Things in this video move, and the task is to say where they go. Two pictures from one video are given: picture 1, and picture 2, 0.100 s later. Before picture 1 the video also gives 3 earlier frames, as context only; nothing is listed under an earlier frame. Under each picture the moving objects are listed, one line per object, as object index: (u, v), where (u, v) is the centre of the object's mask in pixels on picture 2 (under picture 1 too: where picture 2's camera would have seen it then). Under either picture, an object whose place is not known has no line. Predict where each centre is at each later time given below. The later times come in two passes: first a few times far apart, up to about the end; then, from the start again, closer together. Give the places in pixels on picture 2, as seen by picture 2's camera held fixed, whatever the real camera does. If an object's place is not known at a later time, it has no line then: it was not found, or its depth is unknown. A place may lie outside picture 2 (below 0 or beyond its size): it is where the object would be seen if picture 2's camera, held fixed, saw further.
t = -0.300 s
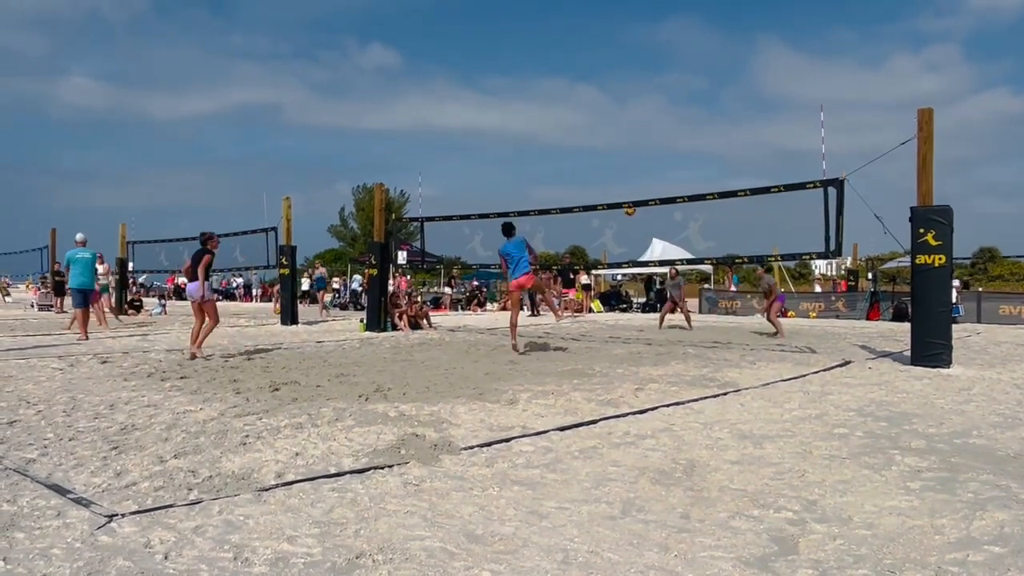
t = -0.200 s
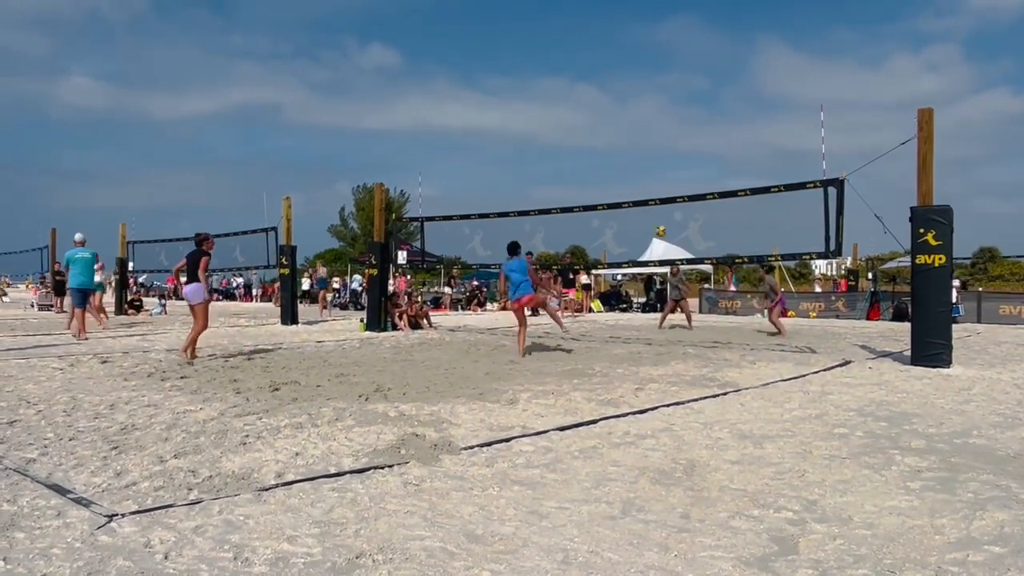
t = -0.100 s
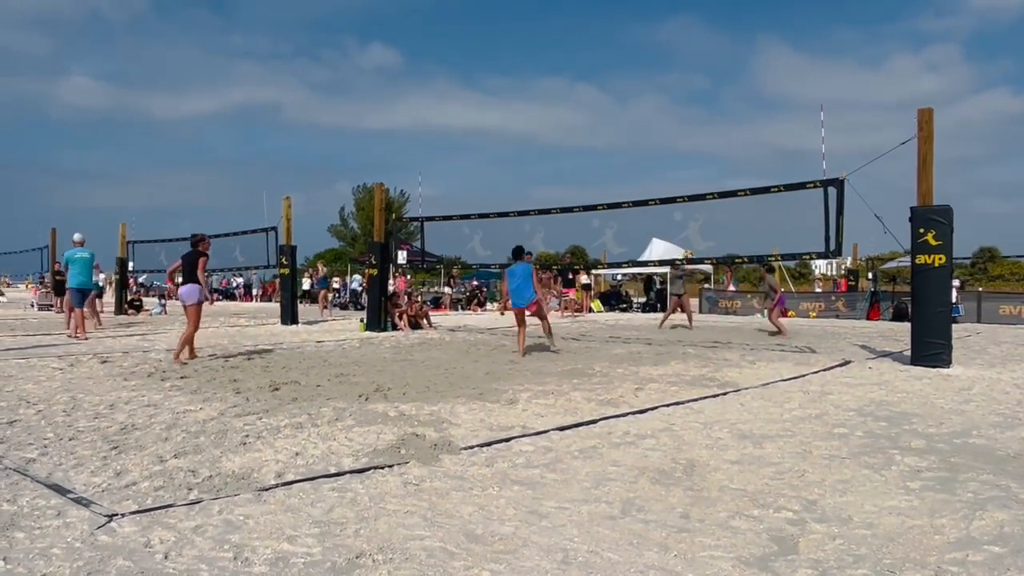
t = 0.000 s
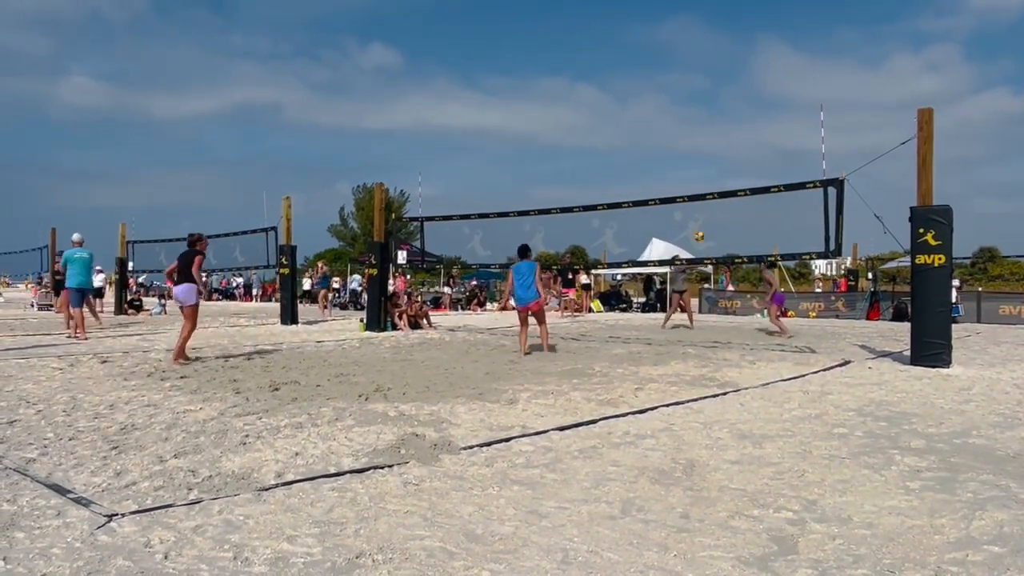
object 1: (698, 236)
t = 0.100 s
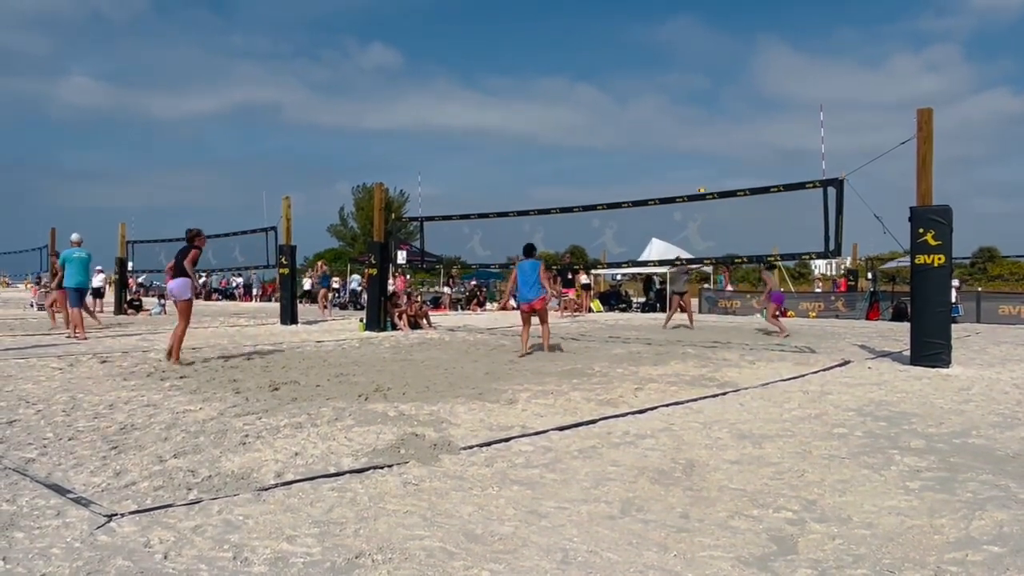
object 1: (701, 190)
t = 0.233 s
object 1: (705, 142)
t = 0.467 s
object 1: (714, 73)
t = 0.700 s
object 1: (725, 31)
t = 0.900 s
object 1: (734, 14)
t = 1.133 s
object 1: (746, 17)
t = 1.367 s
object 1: (757, 44)
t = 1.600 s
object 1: (768, 94)
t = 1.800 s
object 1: (777, 153)
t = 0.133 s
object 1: (702, 179)
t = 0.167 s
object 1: (703, 166)
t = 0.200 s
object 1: (704, 153)
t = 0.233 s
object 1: (705, 142)
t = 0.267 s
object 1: (706, 130)
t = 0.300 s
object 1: (707, 119)
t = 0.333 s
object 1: (709, 109)
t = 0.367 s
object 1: (710, 99)
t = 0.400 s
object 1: (711, 90)
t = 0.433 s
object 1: (713, 81)
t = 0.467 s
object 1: (714, 73)
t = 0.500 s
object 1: (716, 65)
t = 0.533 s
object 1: (717, 58)
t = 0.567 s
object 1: (719, 52)
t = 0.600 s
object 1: (720, 46)
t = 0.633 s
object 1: (722, 40)
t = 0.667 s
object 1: (723, 35)
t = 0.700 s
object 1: (725, 31)
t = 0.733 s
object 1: (727, 26)
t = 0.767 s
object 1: (728, 23)
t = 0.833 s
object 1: (732, 17)
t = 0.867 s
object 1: (733, 15)
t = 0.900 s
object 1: (734, 14)
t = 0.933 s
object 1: (737, 13)
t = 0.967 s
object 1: (738, 13)
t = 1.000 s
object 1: (739, 12)
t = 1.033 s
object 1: (741, 13)
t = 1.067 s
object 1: (742, 13)
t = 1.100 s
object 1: (744, 15)
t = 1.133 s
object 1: (746, 17)
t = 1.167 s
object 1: (748, 19)
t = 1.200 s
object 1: (749, 22)
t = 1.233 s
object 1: (750, 26)
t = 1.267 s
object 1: (753, 30)
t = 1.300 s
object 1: (754, 34)
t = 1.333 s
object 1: (756, 39)
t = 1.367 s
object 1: (757, 44)
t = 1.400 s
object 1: (759, 50)
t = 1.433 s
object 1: (760, 56)
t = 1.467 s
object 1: (762, 63)
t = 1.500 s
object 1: (764, 70)
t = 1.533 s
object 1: (765, 78)
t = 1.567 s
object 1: (767, 85)
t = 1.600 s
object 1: (768, 94)
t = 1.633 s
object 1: (770, 103)
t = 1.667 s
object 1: (771, 112)
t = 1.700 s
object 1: (773, 122)
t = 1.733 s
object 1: (774, 132)
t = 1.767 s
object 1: (775, 142)
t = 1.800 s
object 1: (777, 153)
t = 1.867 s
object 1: (780, 176)
